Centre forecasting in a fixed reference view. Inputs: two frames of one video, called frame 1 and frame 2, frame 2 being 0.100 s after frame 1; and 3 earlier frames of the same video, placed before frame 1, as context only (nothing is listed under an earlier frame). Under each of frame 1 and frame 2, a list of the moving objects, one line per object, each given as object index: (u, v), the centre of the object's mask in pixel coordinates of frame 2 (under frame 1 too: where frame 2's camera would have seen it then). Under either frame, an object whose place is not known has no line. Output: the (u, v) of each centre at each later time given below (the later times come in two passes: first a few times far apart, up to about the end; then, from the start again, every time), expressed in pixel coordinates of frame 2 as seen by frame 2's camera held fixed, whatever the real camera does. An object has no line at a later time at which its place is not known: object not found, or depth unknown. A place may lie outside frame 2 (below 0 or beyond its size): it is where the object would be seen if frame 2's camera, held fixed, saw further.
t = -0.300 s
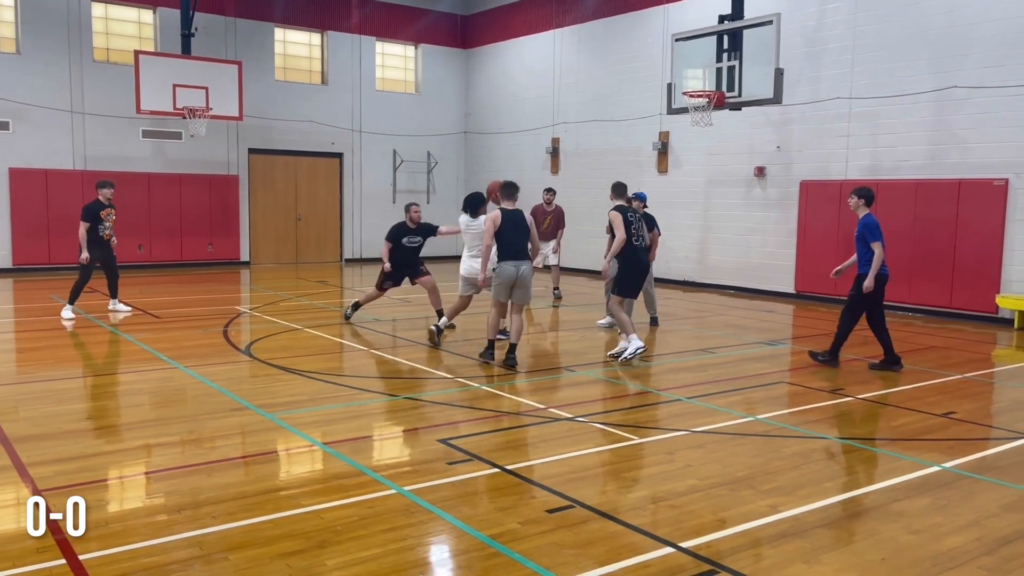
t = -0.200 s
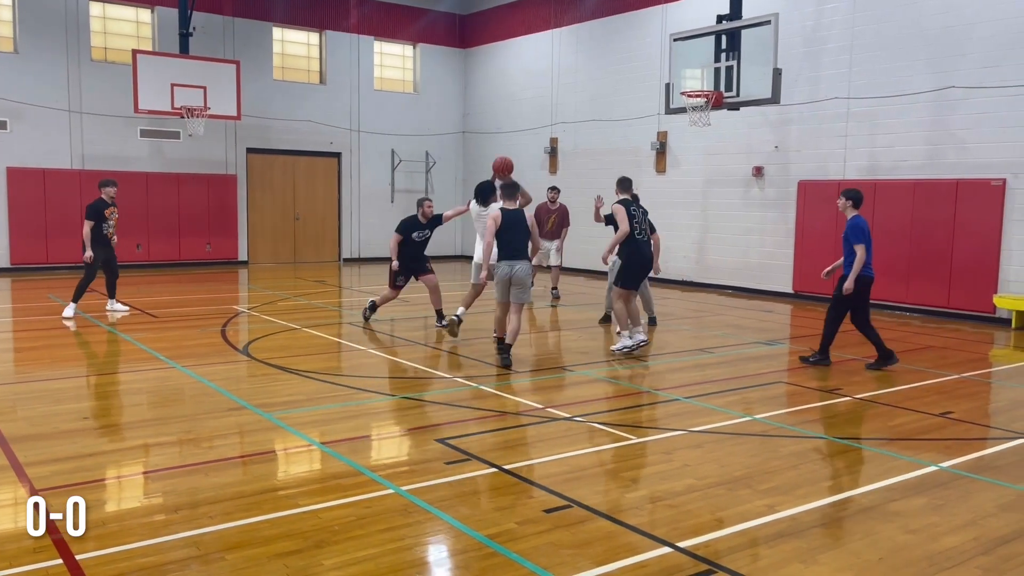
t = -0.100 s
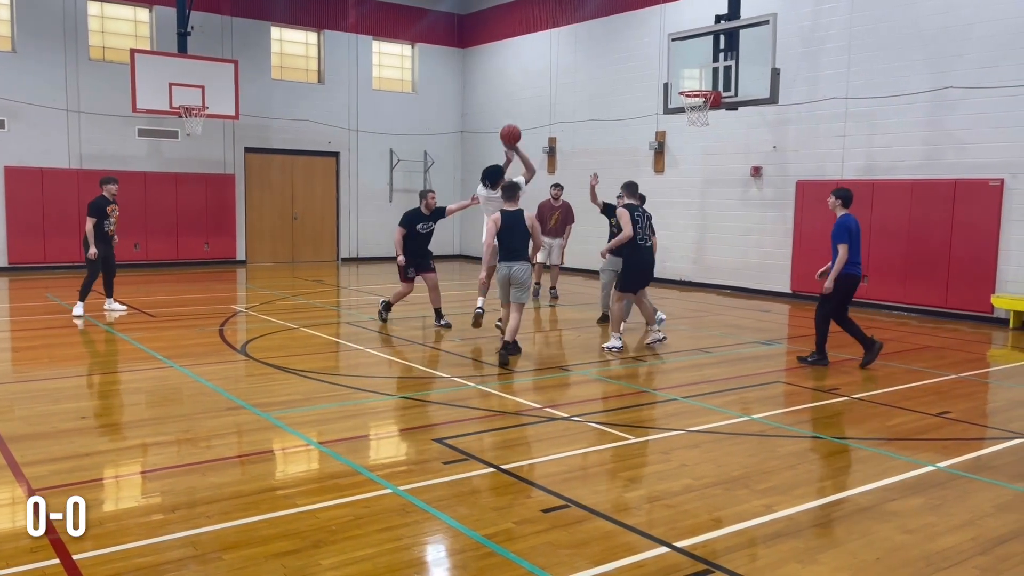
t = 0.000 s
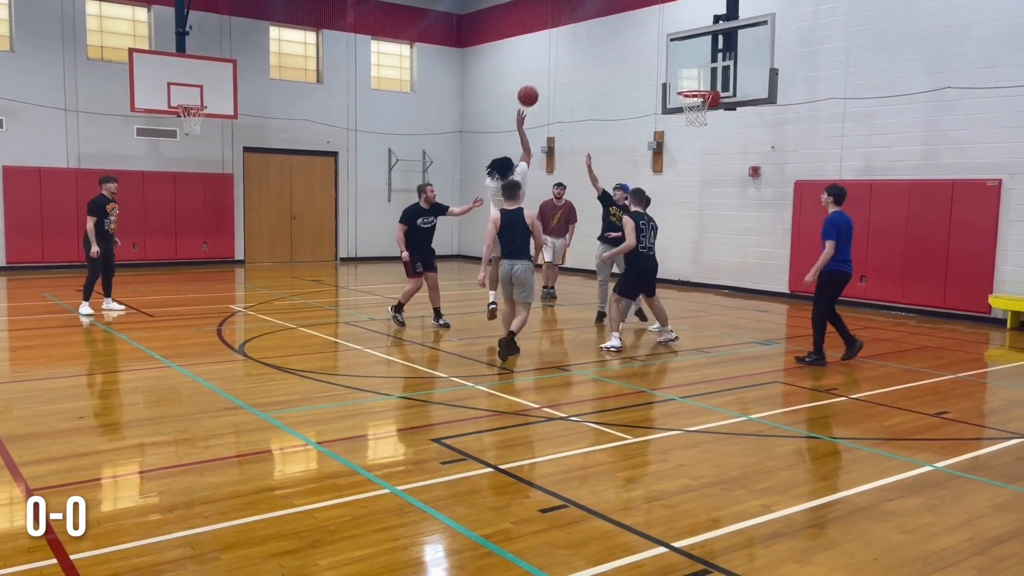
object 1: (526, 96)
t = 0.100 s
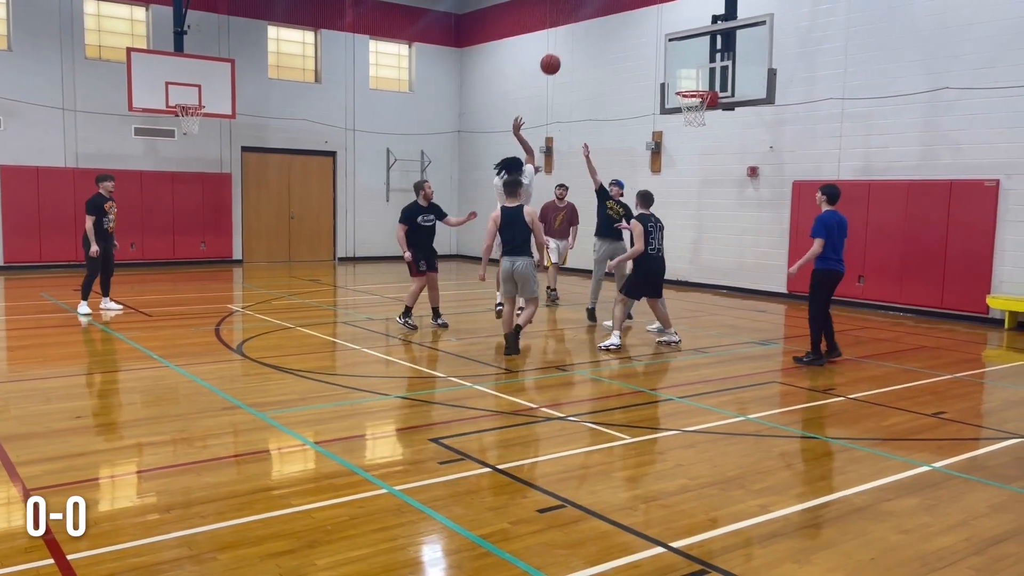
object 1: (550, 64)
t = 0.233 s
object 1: (580, 38)
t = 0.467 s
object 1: (628, 29)
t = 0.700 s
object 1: (669, 62)
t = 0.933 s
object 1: (704, 110)
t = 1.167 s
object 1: (710, 124)
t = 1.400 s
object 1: (708, 176)
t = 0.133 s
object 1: (558, 56)
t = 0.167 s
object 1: (565, 49)
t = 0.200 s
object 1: (573, 43)
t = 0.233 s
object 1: (580, 38)
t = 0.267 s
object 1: (587, 34)
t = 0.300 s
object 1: (594, 31)
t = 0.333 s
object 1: (601, 28)
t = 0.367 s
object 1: (608, 27)
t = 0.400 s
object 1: (615, 27)
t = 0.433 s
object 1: (621, 27)
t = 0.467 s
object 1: (628, 29)
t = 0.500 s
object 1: (634, 31)
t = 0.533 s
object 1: (640, 34)
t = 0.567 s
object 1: (646, 38)
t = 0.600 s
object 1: (652, 43)
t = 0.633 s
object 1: (657, 49)
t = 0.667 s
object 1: (663, 55)
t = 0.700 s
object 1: (669, 62)
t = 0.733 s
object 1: (674, 70)
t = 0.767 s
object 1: (679, 78)
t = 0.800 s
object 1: (684, 85)
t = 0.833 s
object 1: (690, 95)
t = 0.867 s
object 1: (696, 100)
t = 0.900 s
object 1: (701, 106)
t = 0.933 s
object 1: (704, 110)
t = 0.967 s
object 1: (707, 113)
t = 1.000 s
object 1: (708, 112)
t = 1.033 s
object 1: (708, 114)
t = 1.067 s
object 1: (709, 116)
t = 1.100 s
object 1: (710, 118)
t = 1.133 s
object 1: (710, 120)
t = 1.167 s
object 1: (710, 124)
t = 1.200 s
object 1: (710, 128)
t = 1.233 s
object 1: (710, 134)
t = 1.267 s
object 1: (709, 141)
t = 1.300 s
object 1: (709, 149)
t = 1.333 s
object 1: (709, 157)
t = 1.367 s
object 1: (709, 166)
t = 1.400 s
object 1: (708, 176)
